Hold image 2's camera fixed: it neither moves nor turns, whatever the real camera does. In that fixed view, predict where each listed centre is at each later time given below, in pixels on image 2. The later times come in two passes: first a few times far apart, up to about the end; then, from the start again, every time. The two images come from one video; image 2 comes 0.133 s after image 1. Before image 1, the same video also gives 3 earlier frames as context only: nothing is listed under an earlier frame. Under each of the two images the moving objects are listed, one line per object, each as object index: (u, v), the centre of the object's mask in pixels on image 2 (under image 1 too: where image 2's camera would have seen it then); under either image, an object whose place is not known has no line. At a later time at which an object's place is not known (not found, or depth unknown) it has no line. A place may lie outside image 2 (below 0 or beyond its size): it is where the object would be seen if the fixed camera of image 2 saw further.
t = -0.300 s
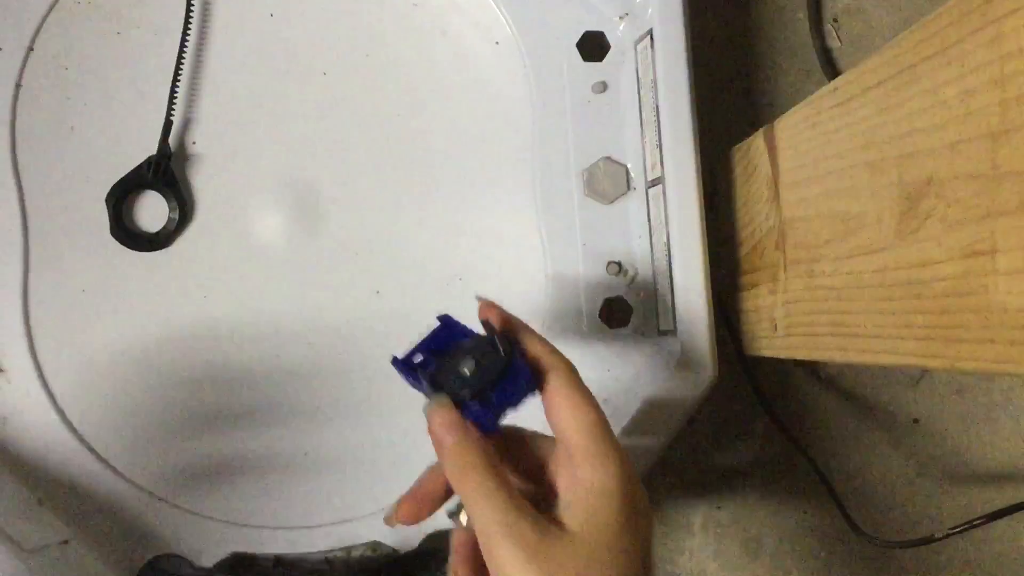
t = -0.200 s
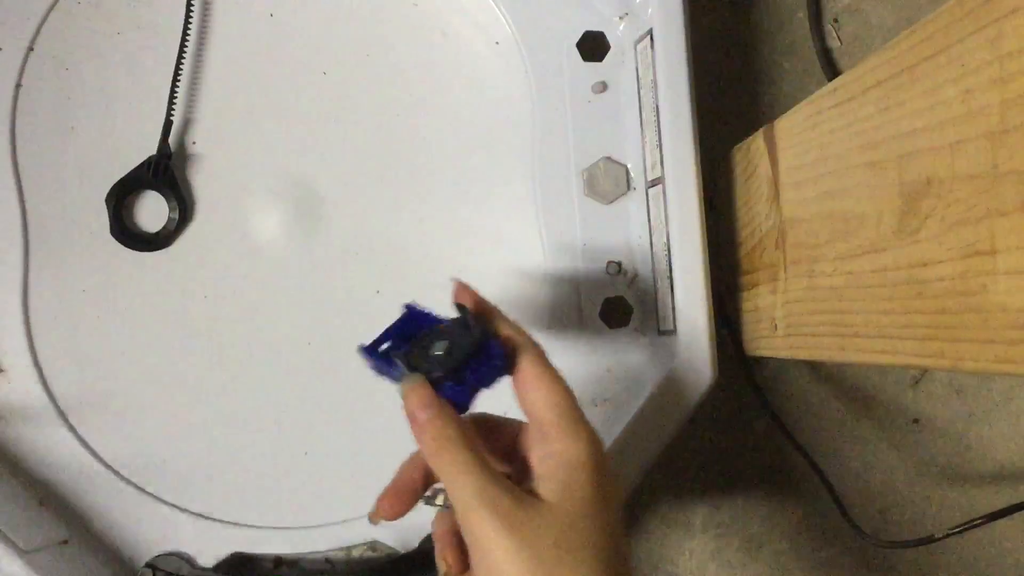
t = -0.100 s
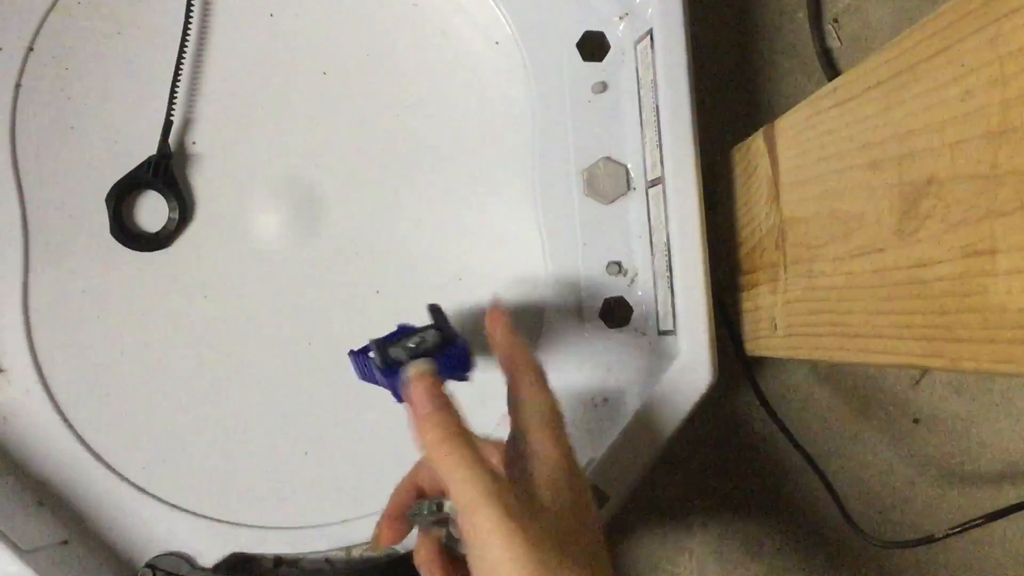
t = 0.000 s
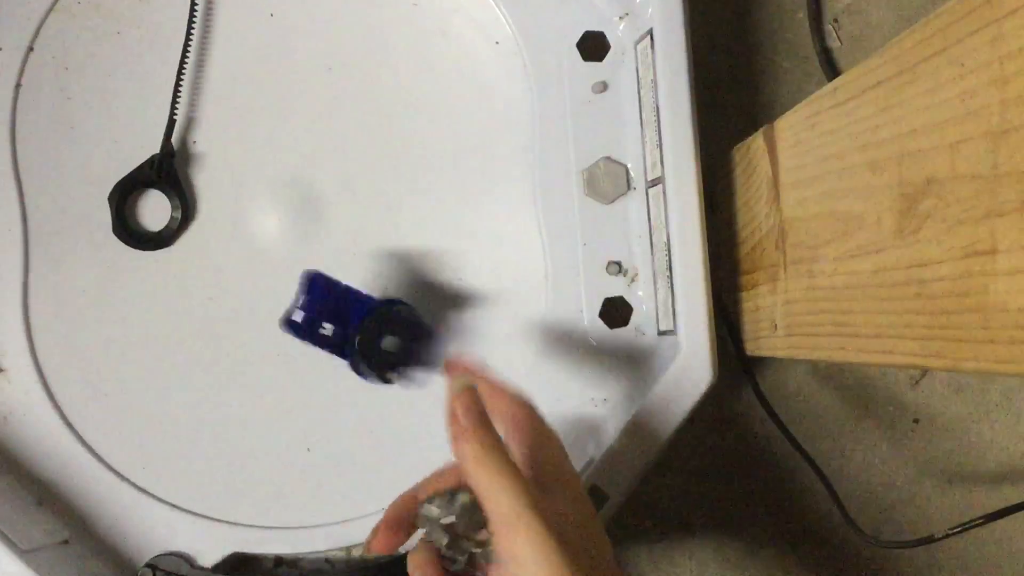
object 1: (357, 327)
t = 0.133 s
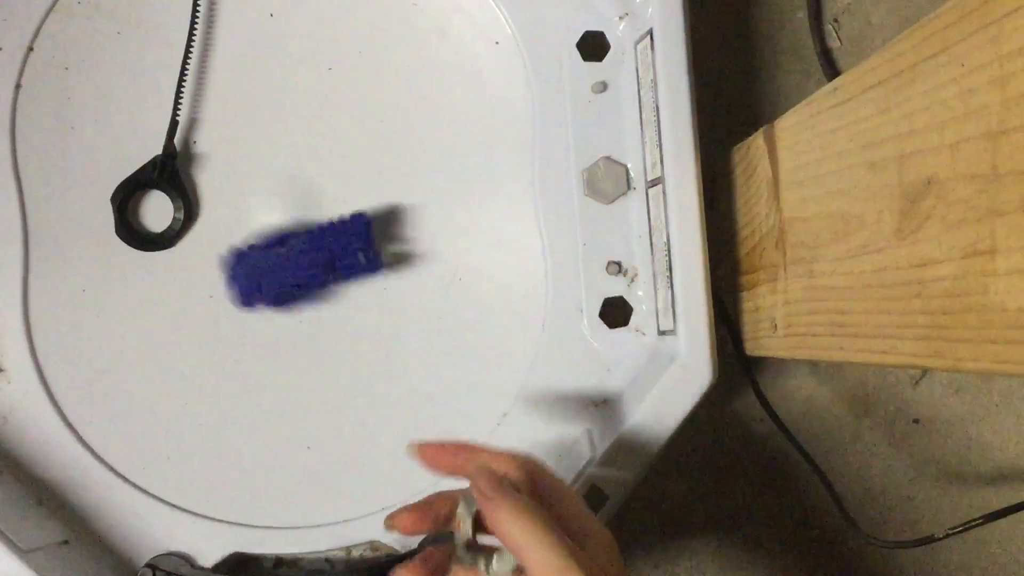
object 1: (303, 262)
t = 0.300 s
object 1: (254, 221)
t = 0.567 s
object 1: (271, 215)
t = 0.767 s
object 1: (271, 215)
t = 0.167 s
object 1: (297, 246)
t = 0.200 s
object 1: (276, 237)
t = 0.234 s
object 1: (265, 230)
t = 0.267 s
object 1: (255, 224)
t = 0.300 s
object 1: (254, 221)
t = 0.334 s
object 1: (255, 219)
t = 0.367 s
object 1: (261, 218)
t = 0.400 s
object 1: (268, 217)
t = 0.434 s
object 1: (273, 216)
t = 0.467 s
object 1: (274, 216)
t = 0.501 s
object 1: (273, 216)
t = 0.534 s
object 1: (272, 215)
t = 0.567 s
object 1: (271, 215)
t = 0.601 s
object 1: (271, 215)
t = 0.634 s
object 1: (271, 215)
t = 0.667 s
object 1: (271, 215)
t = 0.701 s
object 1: (272, 214)
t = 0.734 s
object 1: (271, 215)
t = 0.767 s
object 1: (271, 215)
